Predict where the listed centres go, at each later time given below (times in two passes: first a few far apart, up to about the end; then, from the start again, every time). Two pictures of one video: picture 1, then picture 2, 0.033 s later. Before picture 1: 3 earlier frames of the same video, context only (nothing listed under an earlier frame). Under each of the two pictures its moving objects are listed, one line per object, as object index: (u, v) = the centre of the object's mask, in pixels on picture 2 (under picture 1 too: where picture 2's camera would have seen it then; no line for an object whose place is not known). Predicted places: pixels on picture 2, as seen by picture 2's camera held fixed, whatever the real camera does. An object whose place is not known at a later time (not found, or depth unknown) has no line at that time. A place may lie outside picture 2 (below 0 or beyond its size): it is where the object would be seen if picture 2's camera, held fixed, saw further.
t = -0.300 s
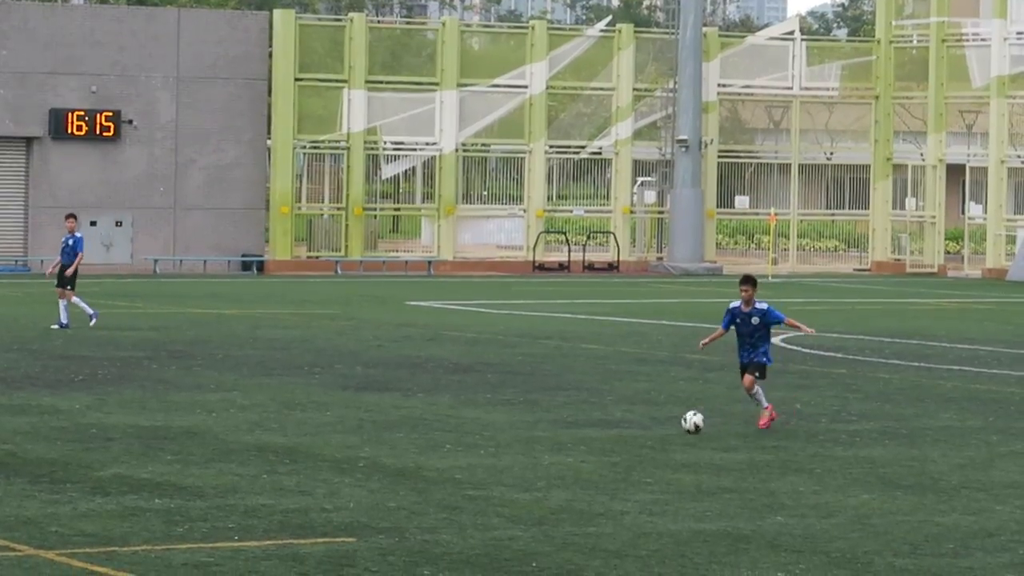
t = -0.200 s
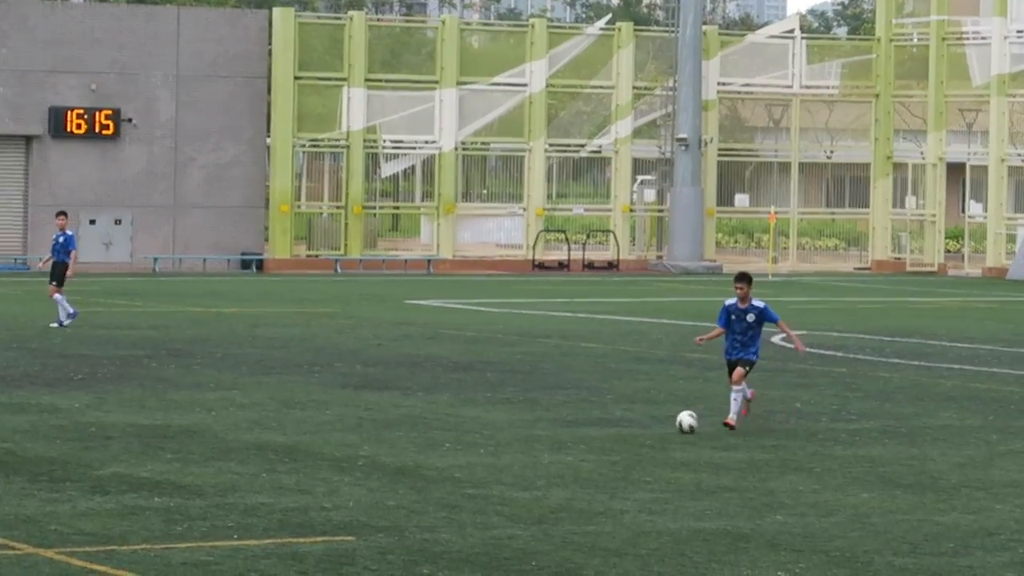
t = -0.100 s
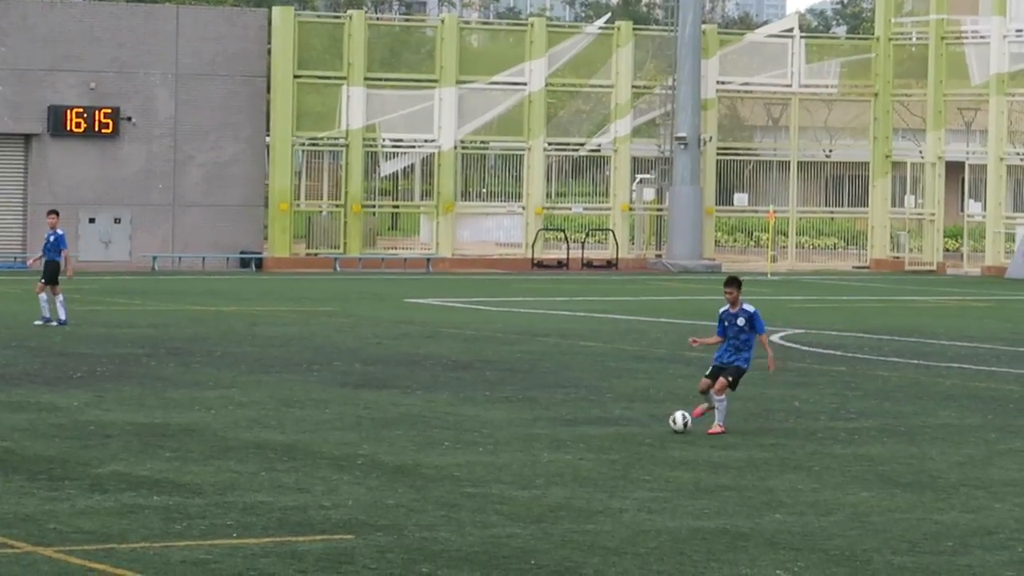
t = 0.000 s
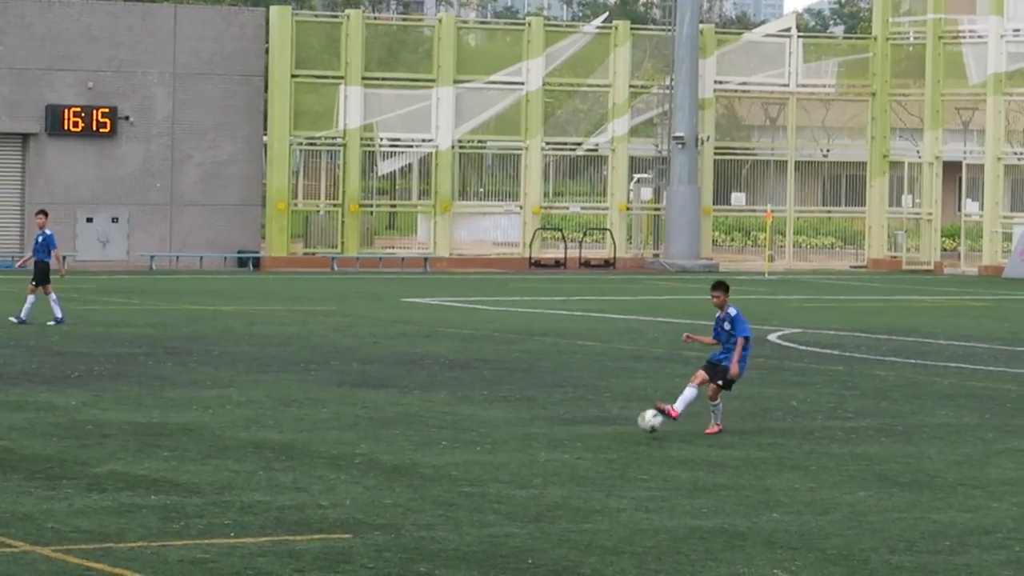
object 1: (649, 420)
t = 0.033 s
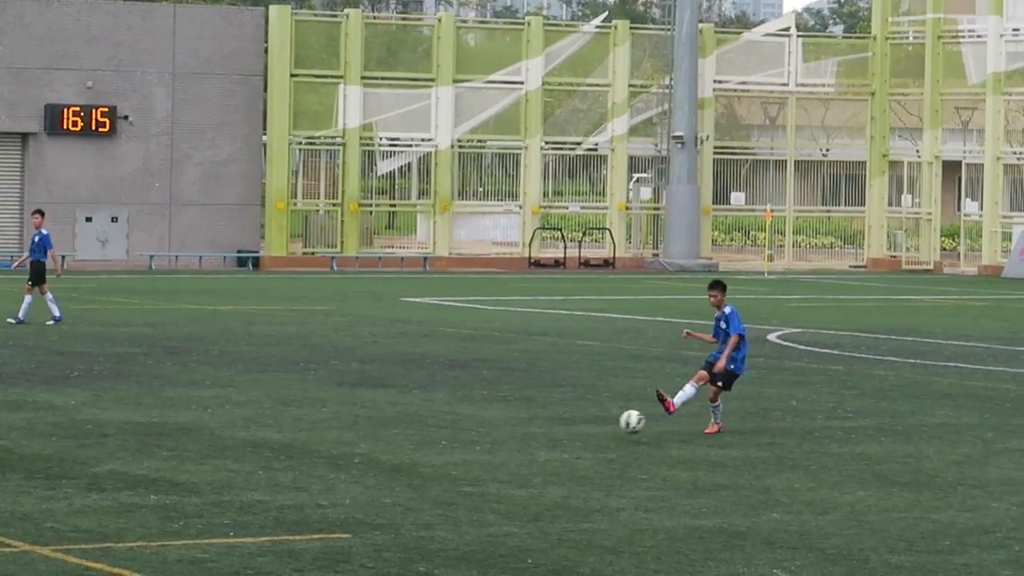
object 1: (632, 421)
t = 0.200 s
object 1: (538, 451)
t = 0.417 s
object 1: (415, 479)
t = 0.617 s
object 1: (301, 515)
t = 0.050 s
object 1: (623, 422)
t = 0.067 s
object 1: (613, 424)
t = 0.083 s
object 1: (603, 426)
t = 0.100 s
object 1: (594, 428)
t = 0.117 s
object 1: (585, 431)
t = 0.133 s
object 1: (576, 434)
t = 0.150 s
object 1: (567, 437)
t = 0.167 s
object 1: (557, 441)
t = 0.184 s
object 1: (548, 446)
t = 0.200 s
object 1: (538, 451)
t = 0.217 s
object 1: (528, 456)
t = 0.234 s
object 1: (519, 458)
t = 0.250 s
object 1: (510, 457)
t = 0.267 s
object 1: (501, 457)
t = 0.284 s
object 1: (492, 459)
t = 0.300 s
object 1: (482, 459)
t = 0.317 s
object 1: (473, 461)
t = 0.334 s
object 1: (463, 462)
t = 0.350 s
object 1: (454, 465)
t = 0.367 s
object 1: (444, 467)
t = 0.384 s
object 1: (435, 471)
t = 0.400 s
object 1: (425, 473)
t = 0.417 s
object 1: (415, 479)
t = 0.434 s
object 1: (405, 484)
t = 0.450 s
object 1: (396, 489)
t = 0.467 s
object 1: (386, 495)
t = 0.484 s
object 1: (376, 497)
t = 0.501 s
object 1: (367, 498)
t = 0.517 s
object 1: (358, 499)
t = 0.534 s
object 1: (349, 500)
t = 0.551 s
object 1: (340, 501)
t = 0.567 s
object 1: (331, 504)
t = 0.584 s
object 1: (321, 507)
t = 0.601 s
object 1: (311, 511)
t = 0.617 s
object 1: (301, 515)
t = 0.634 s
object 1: (292, 520)
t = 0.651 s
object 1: (282, 526)
